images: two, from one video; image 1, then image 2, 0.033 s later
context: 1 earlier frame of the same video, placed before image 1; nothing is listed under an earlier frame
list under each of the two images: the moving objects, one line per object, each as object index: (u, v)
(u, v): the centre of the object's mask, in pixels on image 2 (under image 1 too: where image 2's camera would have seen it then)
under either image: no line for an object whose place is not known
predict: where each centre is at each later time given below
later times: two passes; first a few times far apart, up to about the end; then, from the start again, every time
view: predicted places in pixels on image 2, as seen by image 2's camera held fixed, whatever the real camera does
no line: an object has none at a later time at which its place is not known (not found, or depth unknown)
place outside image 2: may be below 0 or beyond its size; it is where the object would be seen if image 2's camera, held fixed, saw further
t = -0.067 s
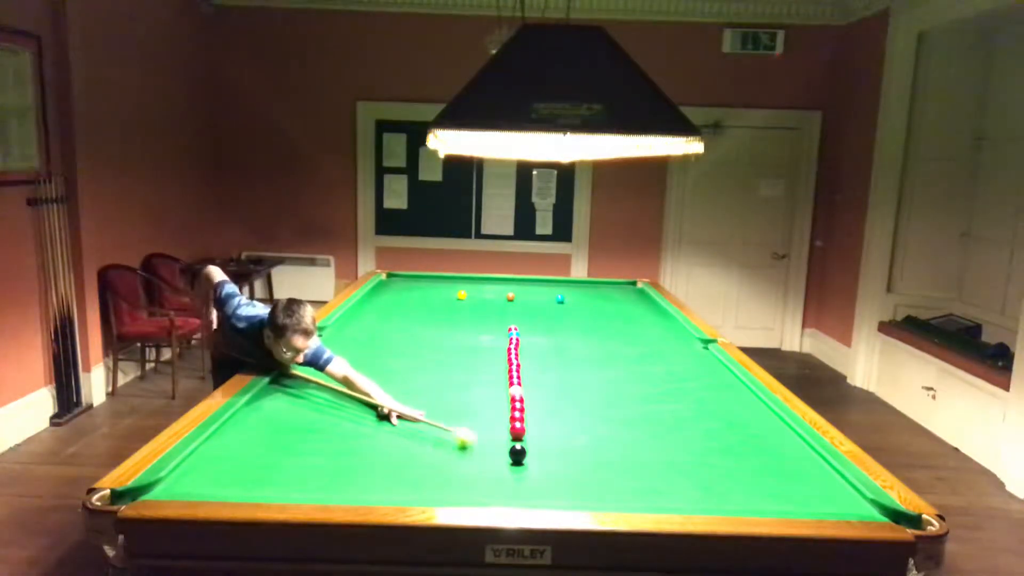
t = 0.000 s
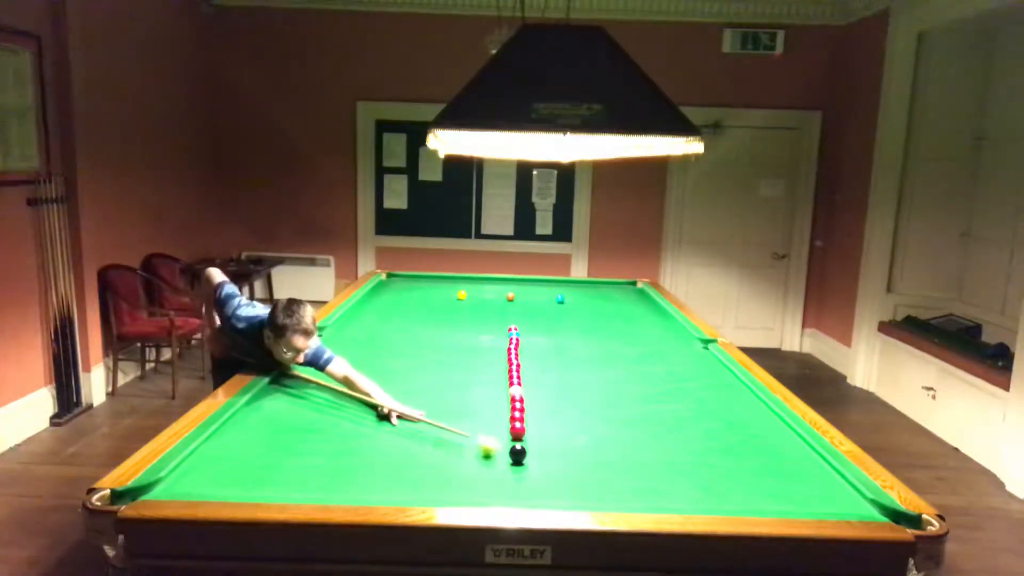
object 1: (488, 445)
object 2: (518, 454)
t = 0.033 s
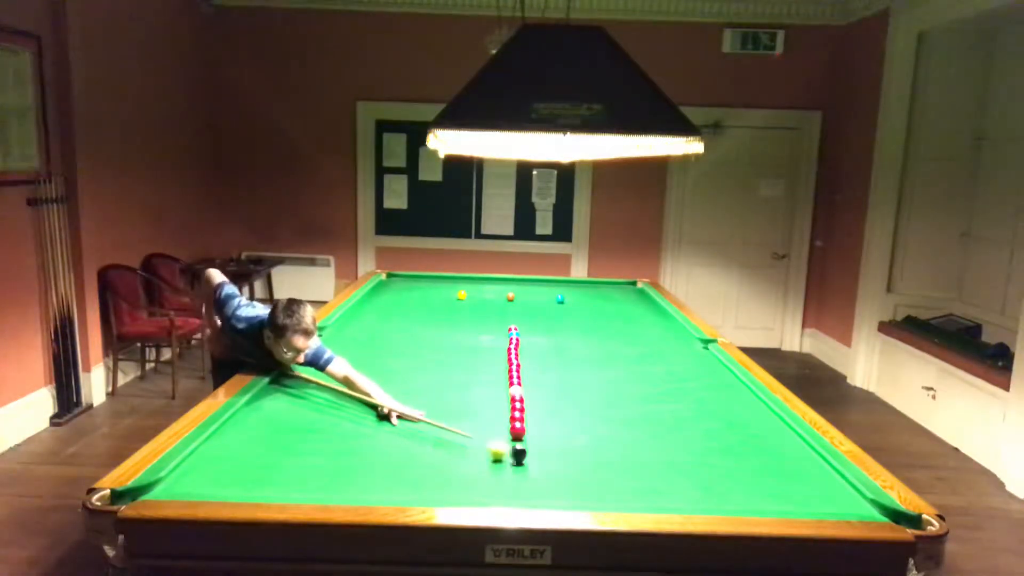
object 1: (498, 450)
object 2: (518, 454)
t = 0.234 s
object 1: (506, 464)
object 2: (577, 464)
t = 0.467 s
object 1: (522, 482)
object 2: (641, 475)
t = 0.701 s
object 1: (538, 496)
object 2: (707, 486)
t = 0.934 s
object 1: (555, 489)
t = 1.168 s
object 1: (569, 477)
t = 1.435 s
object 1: (584, 467)
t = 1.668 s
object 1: (595, 459)
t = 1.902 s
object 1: (604, 452)
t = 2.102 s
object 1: (611, 447)
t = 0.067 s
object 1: (499, 453)
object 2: (529, 456)
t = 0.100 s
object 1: (499, 455)
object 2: (540, 458)
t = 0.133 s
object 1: (500, 457)
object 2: (550, 460)
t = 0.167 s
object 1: (502, 459)
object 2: (559, 461)
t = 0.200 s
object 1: (504, 462)
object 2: (568, 462)
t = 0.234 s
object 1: (506, 464)
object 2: (577, 464)
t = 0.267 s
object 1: (508, 466)
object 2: (586, 465)
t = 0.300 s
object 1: (511, 469)
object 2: (595, 467)
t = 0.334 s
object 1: (513, 472)
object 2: (604, 468)
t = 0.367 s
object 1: (515, 474)
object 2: (614, 470)
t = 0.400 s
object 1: (517, 476)
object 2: (623, 472)
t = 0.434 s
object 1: (519, 480)
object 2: (632, 473)
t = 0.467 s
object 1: (522, 482)
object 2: (641, 475)
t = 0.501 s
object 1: (524, 485)
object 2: (651, 476)
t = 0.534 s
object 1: (527, 488)
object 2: (660, 478)
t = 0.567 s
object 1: (529, 489)
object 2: (669, 479)
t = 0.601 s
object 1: (531, 491)
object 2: (679, 481)
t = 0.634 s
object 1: (534, 493)
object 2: (688, 483)
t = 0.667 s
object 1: (536, 494)
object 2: (697, 484)
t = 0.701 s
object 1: (538, 496)
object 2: (707, 486)
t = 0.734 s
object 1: (542, 494)
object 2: (716, 487)
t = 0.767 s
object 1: (544, 494)
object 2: (726, 489)
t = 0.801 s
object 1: (547, 492)
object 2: (735, 490)
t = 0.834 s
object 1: (548, 492)
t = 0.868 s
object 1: (550, 491)
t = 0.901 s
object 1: (553, 490)
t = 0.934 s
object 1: (555, 489)
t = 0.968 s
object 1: (557, 487)
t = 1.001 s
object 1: (559, 485)
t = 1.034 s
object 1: (561, 483)
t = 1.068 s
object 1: (564, 482)
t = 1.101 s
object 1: (565, 480)
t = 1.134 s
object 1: (567, 479)
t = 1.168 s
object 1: (569, 477)
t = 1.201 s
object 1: (571, 476)
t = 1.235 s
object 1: (573, 474)
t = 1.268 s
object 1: (575, 473)
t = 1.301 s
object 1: (577, 472)
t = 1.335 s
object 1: (578, 470)
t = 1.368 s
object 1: (580, 469)
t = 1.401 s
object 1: (582, 468)
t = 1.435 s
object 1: (584, 467)
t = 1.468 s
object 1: (585, 465)
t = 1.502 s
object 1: (587, 464)
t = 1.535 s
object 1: (589, 463)
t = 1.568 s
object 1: (591, 462)
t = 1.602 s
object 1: (592, 461)
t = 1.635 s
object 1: (594, 460)
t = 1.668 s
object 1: (595, 459)
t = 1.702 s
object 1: (597, 458)
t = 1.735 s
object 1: (597, 457)
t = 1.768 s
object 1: (599, 456)
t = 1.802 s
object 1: (600, 455)
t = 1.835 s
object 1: (601, 454)
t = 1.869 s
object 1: (603, 453)
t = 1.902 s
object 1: (604, 452)
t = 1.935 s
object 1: (605, 452)
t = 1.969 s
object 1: (607, 451)
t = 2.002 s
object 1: (607, 450)
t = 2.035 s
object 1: (609, 449)
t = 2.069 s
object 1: (610, 448)
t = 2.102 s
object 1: (611, 447)
